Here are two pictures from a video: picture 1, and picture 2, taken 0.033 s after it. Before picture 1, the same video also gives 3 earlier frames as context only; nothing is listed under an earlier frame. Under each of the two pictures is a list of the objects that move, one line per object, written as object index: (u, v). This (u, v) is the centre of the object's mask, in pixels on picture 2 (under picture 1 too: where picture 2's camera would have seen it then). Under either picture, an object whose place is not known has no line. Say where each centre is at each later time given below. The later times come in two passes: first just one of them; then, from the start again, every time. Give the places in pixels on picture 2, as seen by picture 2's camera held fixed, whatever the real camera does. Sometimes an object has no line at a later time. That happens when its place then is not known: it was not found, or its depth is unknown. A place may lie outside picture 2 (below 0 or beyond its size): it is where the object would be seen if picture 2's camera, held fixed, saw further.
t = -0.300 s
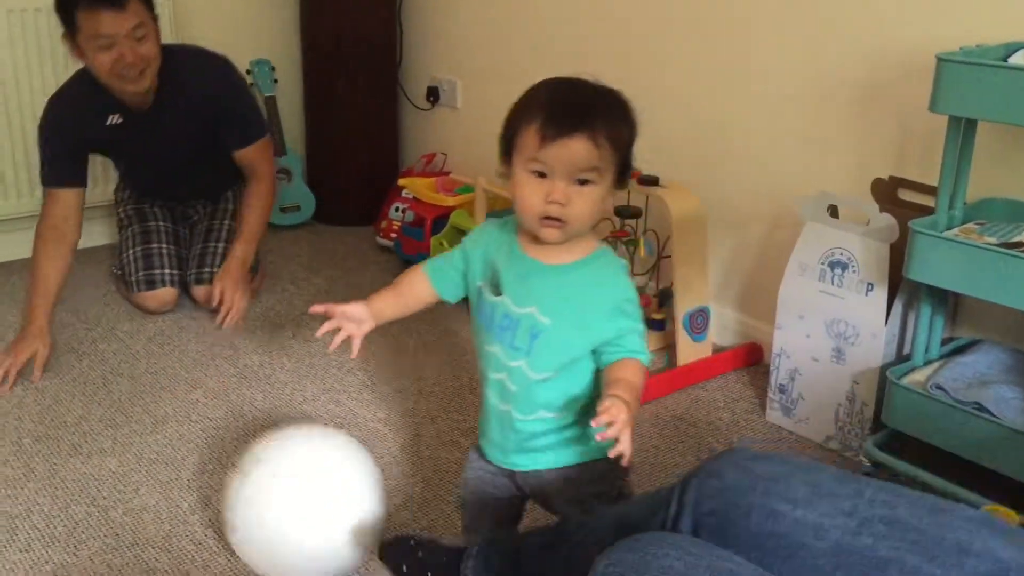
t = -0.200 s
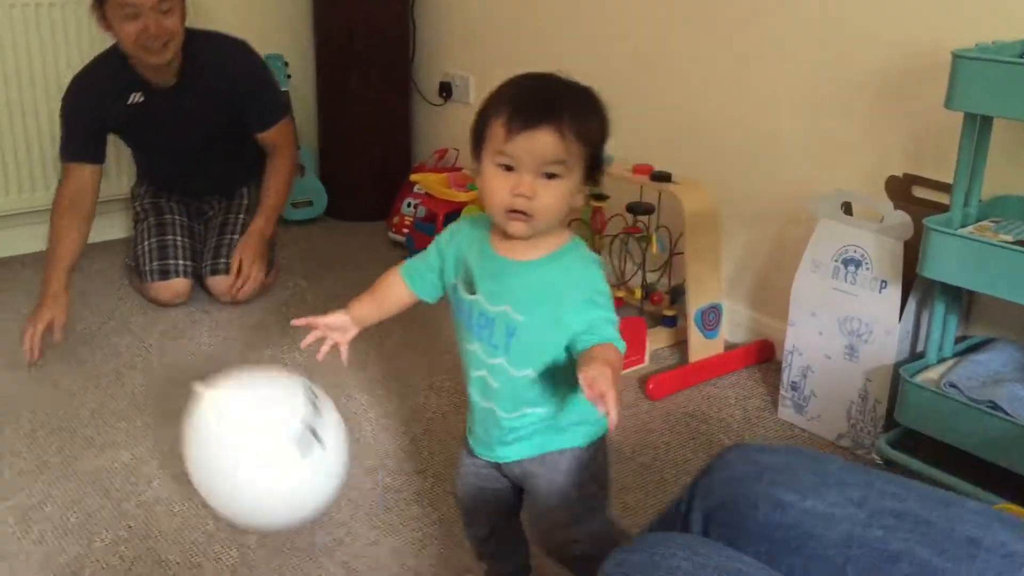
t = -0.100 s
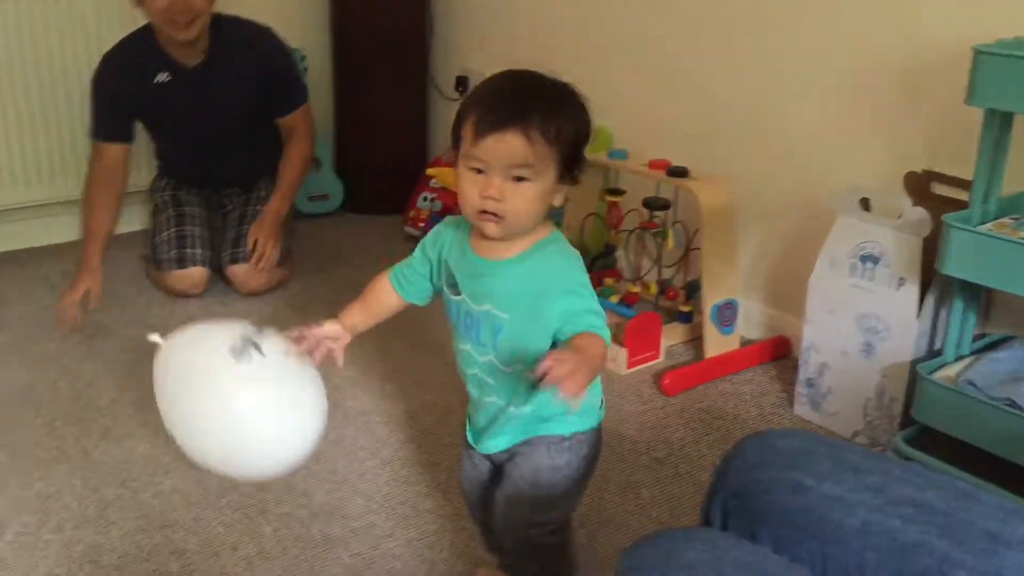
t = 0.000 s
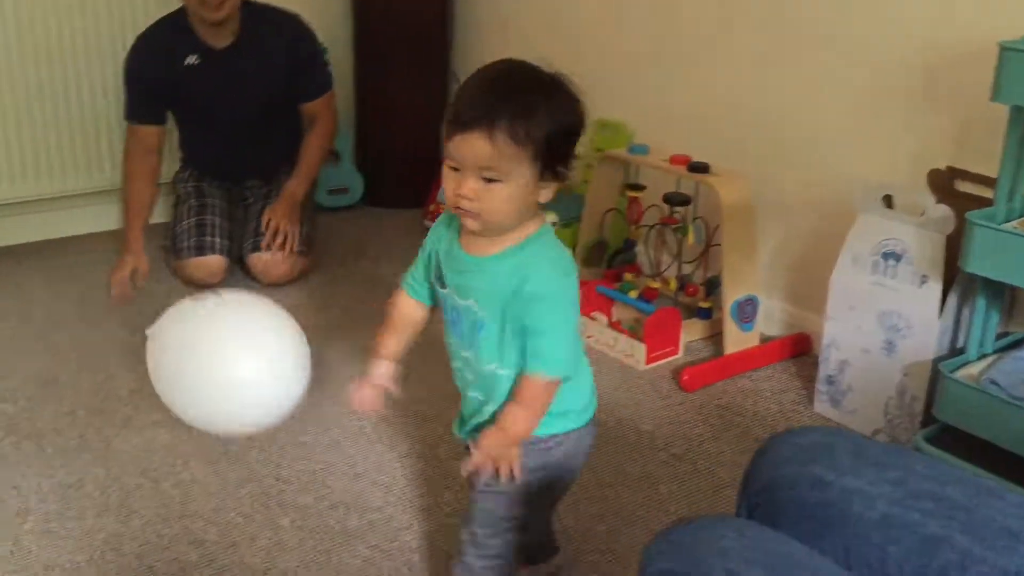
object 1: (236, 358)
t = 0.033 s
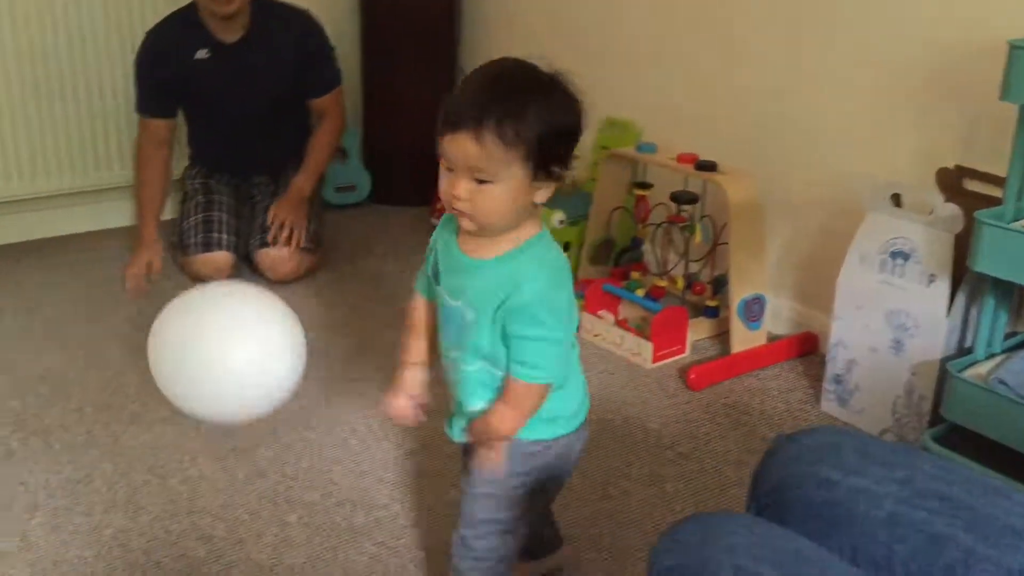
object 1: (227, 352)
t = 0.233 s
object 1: (184, 340)
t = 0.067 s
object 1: (218, 346)
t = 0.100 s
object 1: (210, 341)
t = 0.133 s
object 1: (202, 337)
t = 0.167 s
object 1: (195, 335)
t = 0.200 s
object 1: (189, 337)
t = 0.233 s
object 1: (184, 340)
